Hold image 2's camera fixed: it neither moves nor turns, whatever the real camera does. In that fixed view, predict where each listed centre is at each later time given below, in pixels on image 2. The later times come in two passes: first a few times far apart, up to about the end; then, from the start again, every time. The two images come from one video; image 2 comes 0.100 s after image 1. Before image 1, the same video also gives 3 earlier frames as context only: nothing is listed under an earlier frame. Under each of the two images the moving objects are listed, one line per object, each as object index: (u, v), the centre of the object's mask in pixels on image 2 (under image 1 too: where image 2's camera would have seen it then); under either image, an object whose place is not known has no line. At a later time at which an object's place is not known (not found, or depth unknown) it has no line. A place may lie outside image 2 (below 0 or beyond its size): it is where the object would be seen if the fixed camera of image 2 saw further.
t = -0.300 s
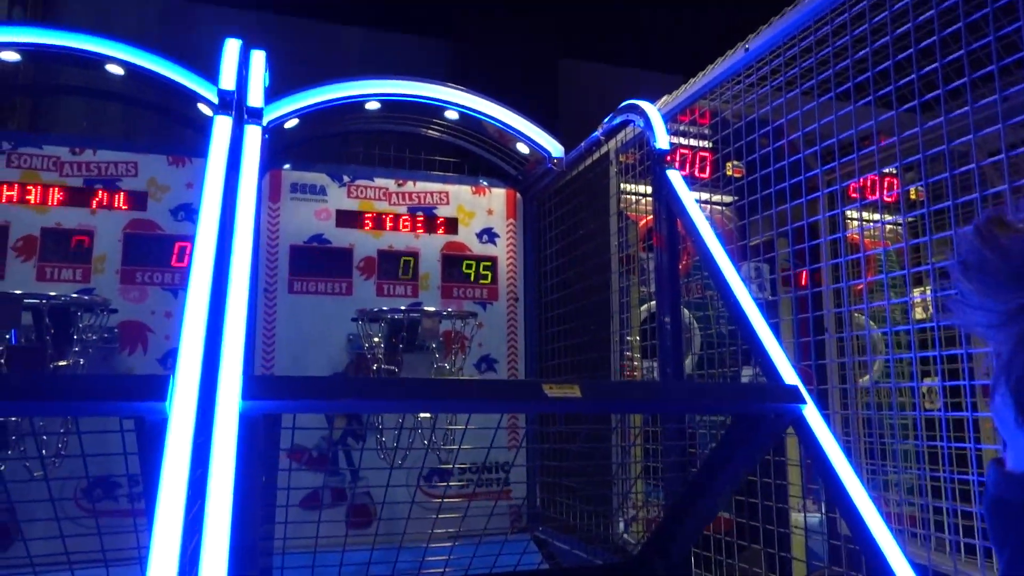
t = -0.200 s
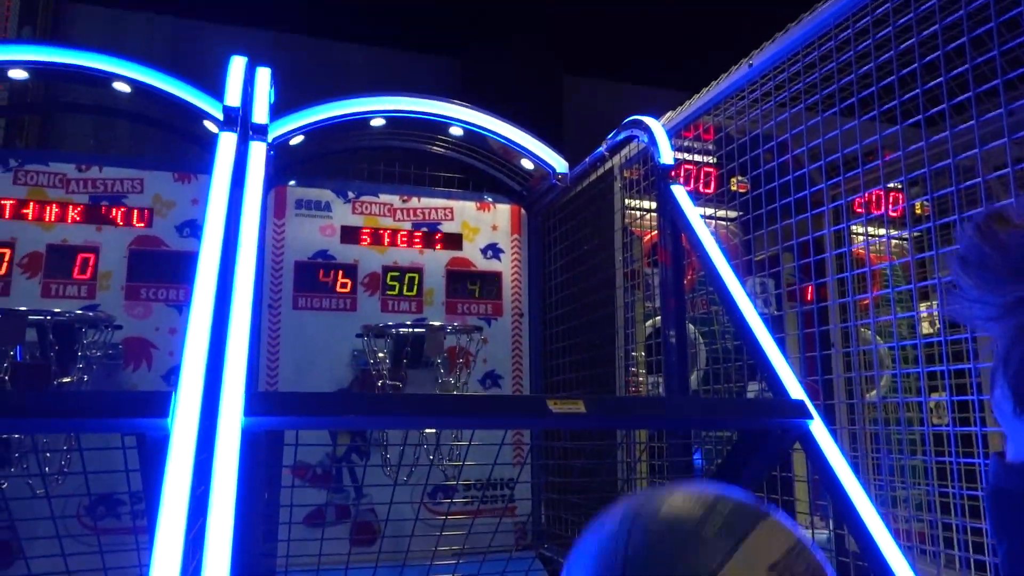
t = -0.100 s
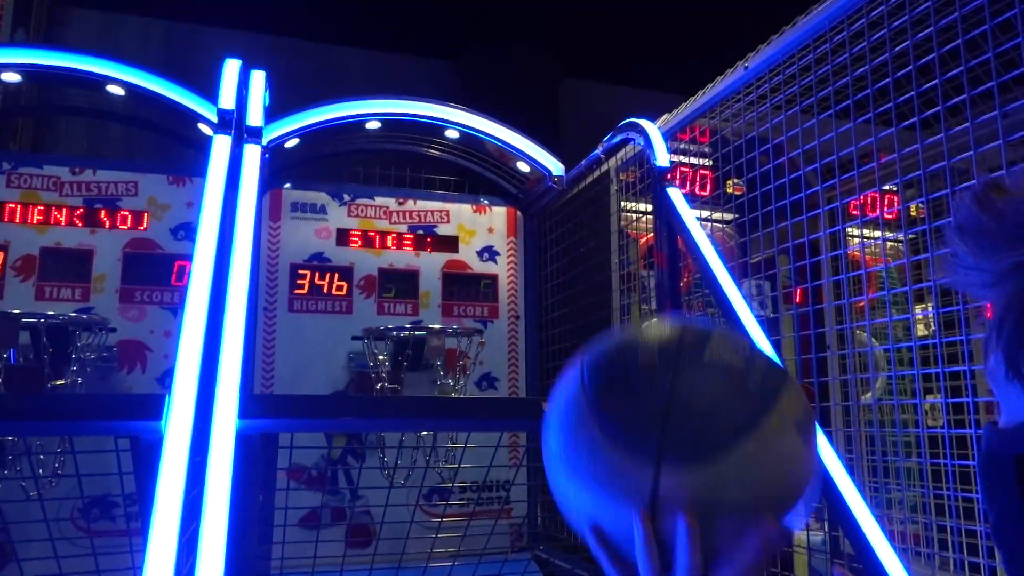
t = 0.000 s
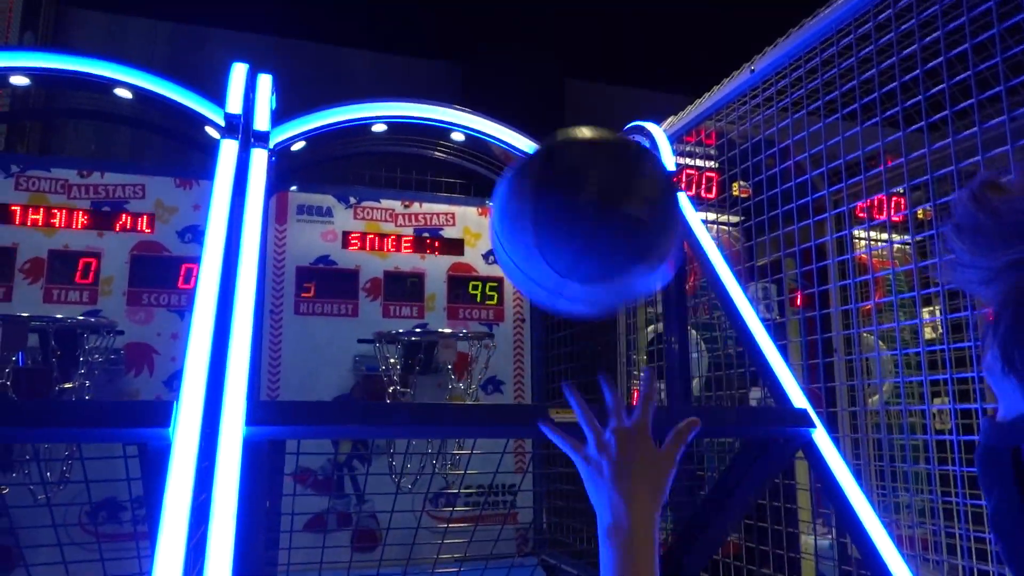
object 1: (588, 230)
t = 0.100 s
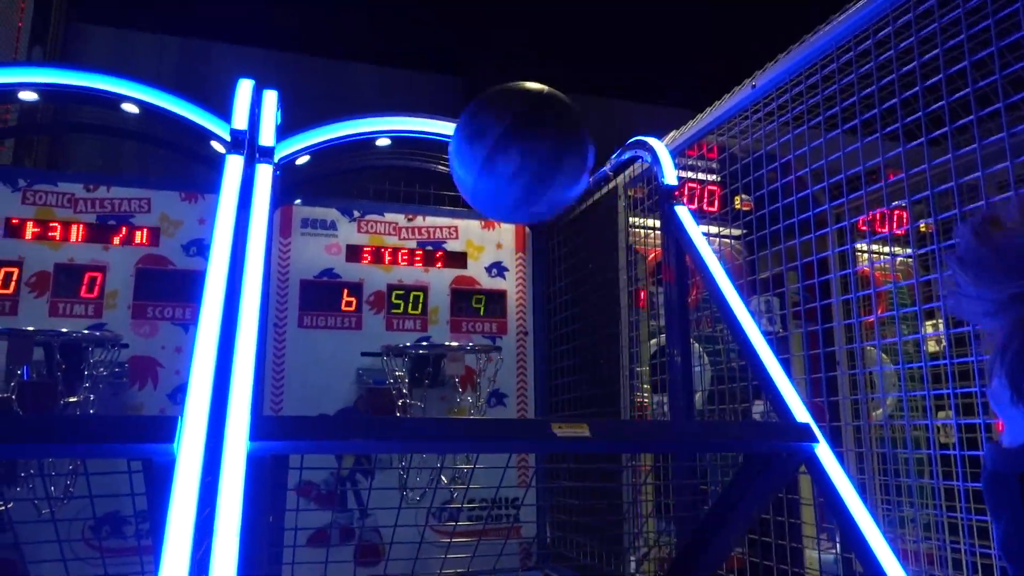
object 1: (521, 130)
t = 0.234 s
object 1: (469, 156)
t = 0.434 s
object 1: (423, 282)
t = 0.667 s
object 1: (327, 310)
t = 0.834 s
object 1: (341, 365)
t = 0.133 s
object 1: (506, 133)
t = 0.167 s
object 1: (492, 140)
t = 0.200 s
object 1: (480, 147)
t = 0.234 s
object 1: (469, 156)
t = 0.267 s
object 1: (460, 172)
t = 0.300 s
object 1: (452, 188)
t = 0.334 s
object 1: (444, 207)
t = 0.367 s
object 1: (436, 230)
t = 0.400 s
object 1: (430, 254)
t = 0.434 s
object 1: (423, 282)
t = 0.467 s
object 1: (417, 310)
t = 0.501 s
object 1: (409, 323)
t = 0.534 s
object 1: (394, 314)
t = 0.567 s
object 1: (379, 308)
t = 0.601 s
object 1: (362, 304)
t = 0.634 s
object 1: (345, 304)
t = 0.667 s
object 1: (327, 310)
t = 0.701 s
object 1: (309, 319)
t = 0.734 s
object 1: (299, 329)
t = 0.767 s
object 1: (309, 336)
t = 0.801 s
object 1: (324, 349)
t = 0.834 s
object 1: (341, 365)
